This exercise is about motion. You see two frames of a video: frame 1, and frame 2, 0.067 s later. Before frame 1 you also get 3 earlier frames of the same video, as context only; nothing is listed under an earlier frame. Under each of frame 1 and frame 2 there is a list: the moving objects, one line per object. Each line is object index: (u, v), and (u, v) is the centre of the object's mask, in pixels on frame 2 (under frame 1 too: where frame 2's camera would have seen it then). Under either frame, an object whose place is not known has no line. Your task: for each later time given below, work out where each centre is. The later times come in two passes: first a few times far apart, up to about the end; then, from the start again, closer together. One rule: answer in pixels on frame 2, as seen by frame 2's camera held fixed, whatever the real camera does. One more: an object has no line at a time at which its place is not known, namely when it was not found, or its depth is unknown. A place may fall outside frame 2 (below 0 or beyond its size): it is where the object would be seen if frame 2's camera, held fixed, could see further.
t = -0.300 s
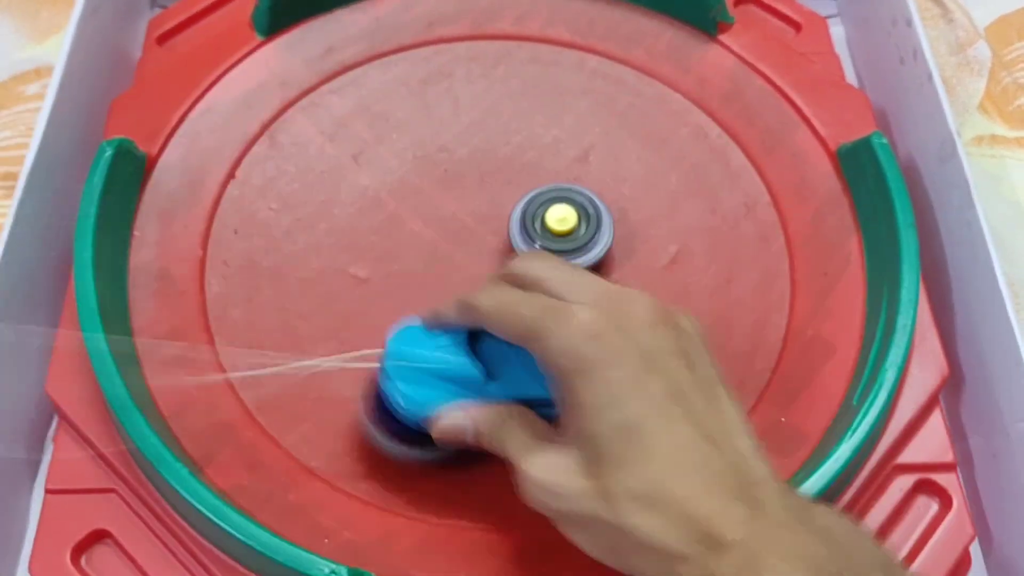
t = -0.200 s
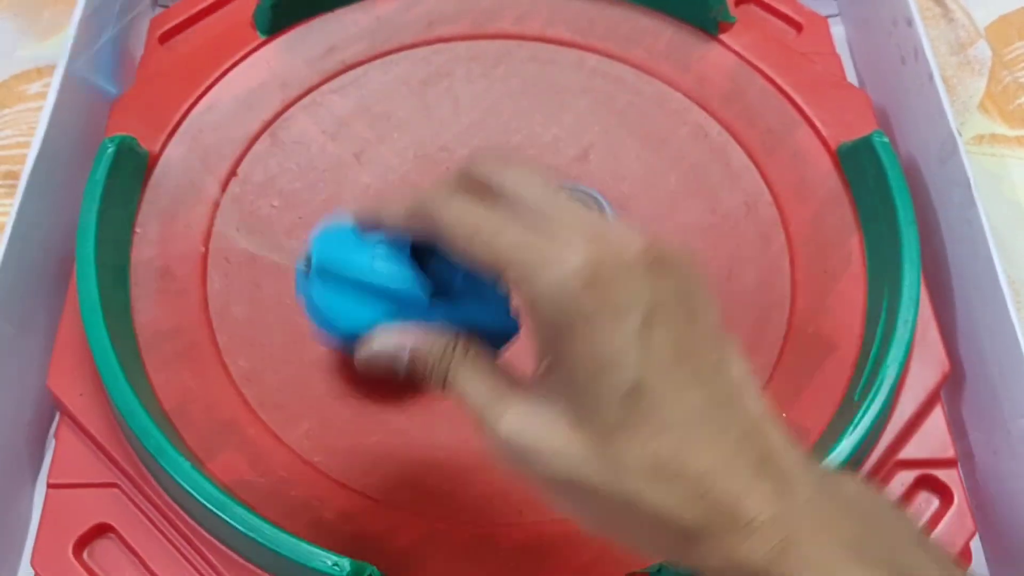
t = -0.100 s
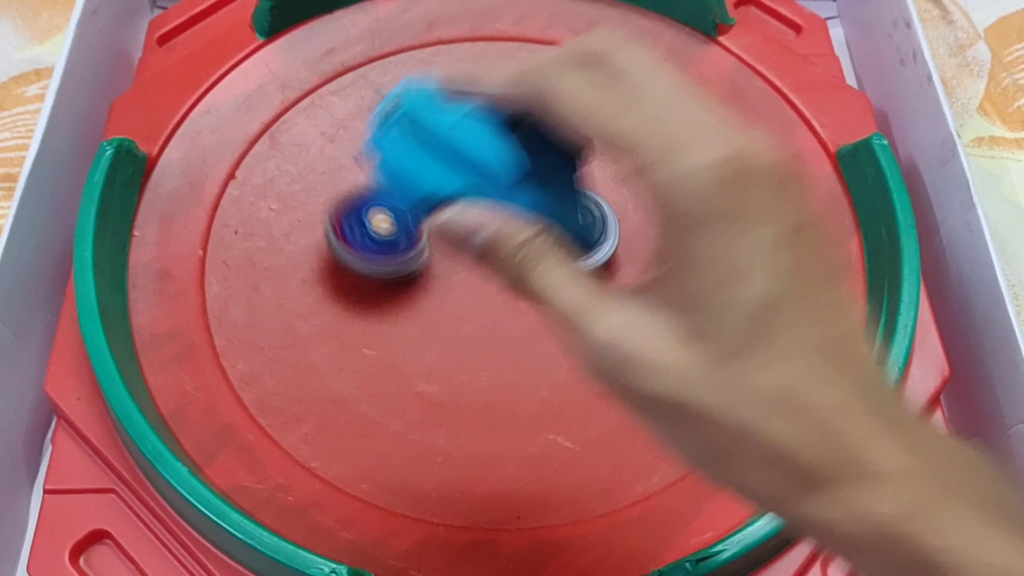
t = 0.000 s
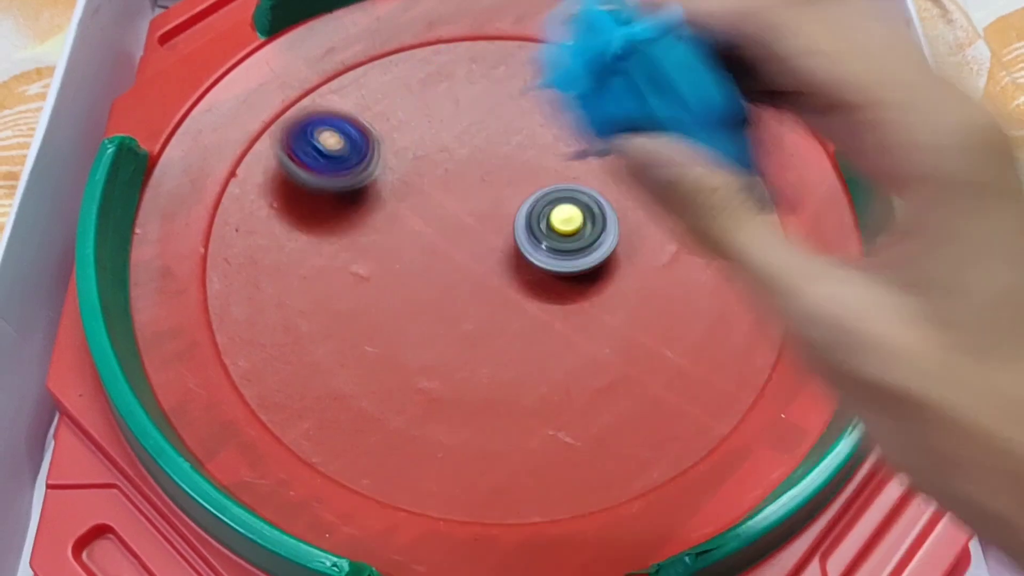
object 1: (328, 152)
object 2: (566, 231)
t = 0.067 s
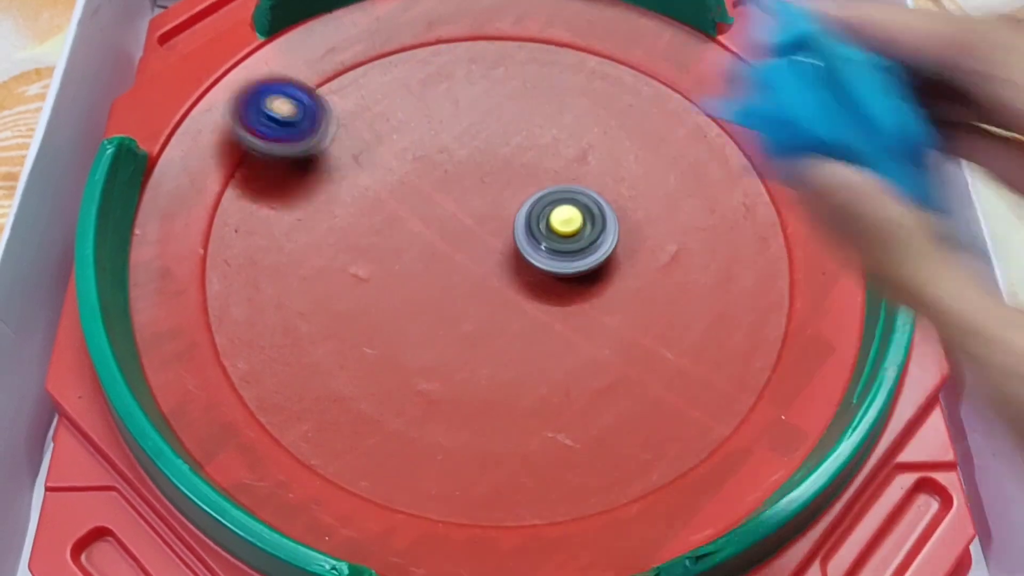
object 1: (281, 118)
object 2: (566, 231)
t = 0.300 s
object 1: (195, 193)
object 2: (567, 233)
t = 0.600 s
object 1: (467, 263)
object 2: (573, 238)
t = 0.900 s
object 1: (352, 47)
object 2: (710, 152)
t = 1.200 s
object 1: (245, 206)
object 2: (617, 128)
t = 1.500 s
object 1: (452, 279)
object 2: (649, 46)
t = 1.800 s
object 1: (542, 356)
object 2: (537, 140)
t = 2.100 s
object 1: (739, 108)
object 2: (501, 212)
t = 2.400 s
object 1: (474, 66)
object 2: (503, 284)
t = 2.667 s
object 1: (463, 227)
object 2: (546, 359)
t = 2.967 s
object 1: (681, 238)
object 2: (607, 391)
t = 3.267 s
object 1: (604, 95)
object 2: (633, 389)
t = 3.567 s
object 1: (475, 249)
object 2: (653, 363)
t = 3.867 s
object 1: (587, 375)
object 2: (708, 317)
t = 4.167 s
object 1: (710, 299)
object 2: (666, 215)
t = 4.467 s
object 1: (671, 276)
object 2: (273, 85)
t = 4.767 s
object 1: (493, 368)
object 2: (663, 452)
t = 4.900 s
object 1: (519, 442)
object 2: (803, 207)
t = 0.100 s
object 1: (257, 110)
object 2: (566, 231)
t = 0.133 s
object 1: (244, 114)
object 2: (566, 231)
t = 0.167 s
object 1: (234, 121)
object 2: (566, 232)
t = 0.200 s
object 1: (223, 134)
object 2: (566, 232)
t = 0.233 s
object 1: (213, 150)
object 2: (566, 232)
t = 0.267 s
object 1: (203, 169)
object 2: (566, 232)
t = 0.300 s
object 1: (195, 193)
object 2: (567, 233)
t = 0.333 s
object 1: (192, 220)
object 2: (567, 233)
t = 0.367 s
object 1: (202, 251)
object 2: (567, 233)
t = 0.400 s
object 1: (224, 284)
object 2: (568, 235)
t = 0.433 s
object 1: (257, 303)
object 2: (568, 235)
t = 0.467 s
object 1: (301, 314)
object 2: (570, 235)
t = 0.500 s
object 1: (345, 314)
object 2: (571, 236)
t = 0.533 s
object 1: (391, 305)
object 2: (571, 236)
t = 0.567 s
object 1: (433, 286)
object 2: (572, 237)
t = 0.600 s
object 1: (467, 263)
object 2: (573, 238)
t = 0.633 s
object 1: (455, 242)
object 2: (619, 230)
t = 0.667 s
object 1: (442, 218)
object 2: (667, 217)
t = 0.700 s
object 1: (436, 191)
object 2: (701, 205)
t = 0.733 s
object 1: (432, 163)
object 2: (722, 194)
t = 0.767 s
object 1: (426, 136)
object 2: (732, 184)
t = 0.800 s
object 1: (414, 109)
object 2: (731, 175)
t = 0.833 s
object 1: (398, 84)
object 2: (727, 167)
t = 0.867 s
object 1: (378, 65)
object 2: (720, 160)
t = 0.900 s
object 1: (352, 47)
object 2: (710, 152)
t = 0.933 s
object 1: (332, 43)
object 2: (697, 146)
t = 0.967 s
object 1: (315, 48)
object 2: (685, 141)
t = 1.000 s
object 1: (297, 56)
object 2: (672, 136)
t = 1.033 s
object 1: (276, 69)
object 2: (660, 133)
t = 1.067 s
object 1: (255, 87)
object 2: (650, 131)
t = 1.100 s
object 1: (237, 110)
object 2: (642, 129)
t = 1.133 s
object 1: (228, 139)
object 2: (633, 127)
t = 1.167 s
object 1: (229, 175)
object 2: (625, 127)
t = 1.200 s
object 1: (245, 206)
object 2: (617, 128)
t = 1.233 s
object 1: (273, 229)
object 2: (608, 129)
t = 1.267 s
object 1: (314, 248)
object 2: (600, 131)
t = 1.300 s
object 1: (357, 256)
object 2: (591, 133)
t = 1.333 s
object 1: (399, 256)
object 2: (582, 135)
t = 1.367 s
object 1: (442, 248)
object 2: (574, 138)
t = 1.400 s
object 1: (479, 233)
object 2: (569, 142)
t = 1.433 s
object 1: (504, 220)
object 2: (565, 144)
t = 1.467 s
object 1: (476, 251)
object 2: (608, 98)
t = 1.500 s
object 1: (452, 279)
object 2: (649, 46)
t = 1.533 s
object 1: (432, 305)
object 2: (653, 27)
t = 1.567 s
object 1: (420, 323)
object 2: (645, 26)
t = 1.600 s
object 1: (415, 340)
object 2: (634, 38)
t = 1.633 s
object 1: (419, 354)
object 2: (617, 73)
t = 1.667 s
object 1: (429, 363)
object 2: (600, 86)
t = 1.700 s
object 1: (447, 369)
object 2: (580, 104)
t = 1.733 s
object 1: (474, 369)
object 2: (562, 117)
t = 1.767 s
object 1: (506, 366)
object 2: (547, 128)
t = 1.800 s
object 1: (542, 356)
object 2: (537, 140)
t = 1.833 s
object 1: (583, 342)
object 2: (530, 150)
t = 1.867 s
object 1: (623, 323)
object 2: (525, 158)
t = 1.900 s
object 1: (658, 299)
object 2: (520, 167)
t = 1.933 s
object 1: (688, 272)
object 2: (516, 174)
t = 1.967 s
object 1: (712, 241)
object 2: (512, 182)
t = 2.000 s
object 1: (731, 209)
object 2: (509, 190)
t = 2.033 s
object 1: (742, 176)
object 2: (506, 197)
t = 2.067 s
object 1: (746, 141)
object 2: (503, 205)
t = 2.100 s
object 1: (739, 108)
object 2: (501, 212)
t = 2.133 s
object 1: (722, 77)
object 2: (500, 220)
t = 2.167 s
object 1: (701, 51)
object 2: (498, 229)
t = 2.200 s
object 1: (667, 40)
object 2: (497, 237)
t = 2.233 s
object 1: (624, 46)
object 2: (497, 246)
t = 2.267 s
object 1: (590, 45)
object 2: (497, 256)
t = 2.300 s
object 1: (558, 43)
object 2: (498, 264)
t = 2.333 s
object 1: (526, 44)
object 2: (499, 271)
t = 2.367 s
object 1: (497, 52)
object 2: (501, 278)
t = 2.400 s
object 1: (474, 66)
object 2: (503, 284)
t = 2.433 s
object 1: (451, 85)
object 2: (505, 289)
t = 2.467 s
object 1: (434, 109)
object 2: (506, 293)
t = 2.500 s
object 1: (426, 136)
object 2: (507, 296)
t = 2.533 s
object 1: (425, 163)
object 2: (509, 300)
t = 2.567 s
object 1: (433, 190)
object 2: (510, 303)
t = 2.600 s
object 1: (447, 216)
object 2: (511, 306)
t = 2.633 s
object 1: (455, 223)
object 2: (527, 333)
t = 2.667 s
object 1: (463, 227)
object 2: (546, 359)
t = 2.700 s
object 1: (477, 237)
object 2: (559, 374)
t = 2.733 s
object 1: (496, 251)
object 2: (570, 382)
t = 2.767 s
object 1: (523, 262)
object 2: (578, 385)
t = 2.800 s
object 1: (550, 269)
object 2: (585, 387)
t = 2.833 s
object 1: (579, 273)
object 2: (591, 388)
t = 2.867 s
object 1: (610, 270)
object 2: (596, 389)
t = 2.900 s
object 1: (635, 265)
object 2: (599, 390)
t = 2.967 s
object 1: (681, 238)
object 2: (607, 391)
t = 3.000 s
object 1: (696, 219)
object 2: (610, 391)
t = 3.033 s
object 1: (703, 199)
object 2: (613, 392)
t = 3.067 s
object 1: (706, 178)
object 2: (616, 392)
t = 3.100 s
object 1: (701, 156)
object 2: (620, 392)
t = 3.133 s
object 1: (691, 136)
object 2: (623, 392)
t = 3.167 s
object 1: (675, 120)
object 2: (626, 391)
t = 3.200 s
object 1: (653, 108)
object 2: (628, 391)
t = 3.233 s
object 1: (628, 99)
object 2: (631, 390)
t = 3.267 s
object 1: (604, 95)
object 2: (633, 389)
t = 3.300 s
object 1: (575, 96)
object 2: (637, 388)
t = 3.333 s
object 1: (550, 103)
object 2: (640, 385)
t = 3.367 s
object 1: (526, 115)
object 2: (643, 382)
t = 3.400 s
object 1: (503, 133)
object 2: (646, 379)
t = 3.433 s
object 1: (487, 152)
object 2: (649, 376)
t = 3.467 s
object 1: (477, 173)
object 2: (651, 374)
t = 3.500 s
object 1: (472, 198)
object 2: (652, 370)
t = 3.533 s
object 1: (471, 224)
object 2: (653, 367)
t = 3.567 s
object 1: (475, 249)
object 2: (653, 363)
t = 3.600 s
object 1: (486, 273)
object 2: (652, 358)
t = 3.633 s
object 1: (503, 295)
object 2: (650, 354)
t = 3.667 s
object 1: (522, 314)
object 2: (647, 349)
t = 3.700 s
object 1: (529, 327)
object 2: (662, 348)
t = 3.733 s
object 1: (530, 335)
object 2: (680, 347)
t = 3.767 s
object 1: (541, 347)
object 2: (688, 343)
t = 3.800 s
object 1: (561, 358)
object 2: (688, 337)
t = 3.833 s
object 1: (578, 367)
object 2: (693, 329)
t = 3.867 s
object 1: (587, 375)
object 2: (708, 317)
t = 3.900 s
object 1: (605, 378)
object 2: (712, 305)
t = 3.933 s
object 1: (630, 377)
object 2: (710, 296)
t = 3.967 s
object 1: (653, 371)
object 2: (705, 289)
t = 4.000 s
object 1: (669, 369)
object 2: (704, 274)
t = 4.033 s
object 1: (682, 364)
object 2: (702, 254)
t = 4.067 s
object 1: (696, 351)
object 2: (696, 240)
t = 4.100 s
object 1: (706, 334)
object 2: (687, 231)
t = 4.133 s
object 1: (710, 313)
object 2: (677, 223)
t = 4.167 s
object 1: (710, 299)
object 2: (666, 215)
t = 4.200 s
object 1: (718, 322)
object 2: (640, 163)
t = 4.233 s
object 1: (722, 338)
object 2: (613, 118)
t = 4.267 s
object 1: (722, 342)
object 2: (583, 77)
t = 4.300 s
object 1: (723, 339)
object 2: (544, 40)
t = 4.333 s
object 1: (724, 327)
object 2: (497, 19)
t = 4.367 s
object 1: (720, 312)
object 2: (443, 14)
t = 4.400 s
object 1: (710, 297)
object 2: (391, 25)
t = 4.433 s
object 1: (694, 284)
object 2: (332, 46)
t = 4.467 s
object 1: (671, 276)
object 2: (273, 85)
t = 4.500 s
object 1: (647, 273)
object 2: (209, 137)
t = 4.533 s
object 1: (623, 273)
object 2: (198, 187)
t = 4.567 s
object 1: (596, 280)
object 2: (202, 266)
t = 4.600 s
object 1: (573, 290)
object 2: (219, 350)
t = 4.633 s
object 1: (552, 301)
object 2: (263, 425)
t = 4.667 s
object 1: (535, 315)
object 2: (349, 491)
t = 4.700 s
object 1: (518, 332)
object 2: (474, 520)
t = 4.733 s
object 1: (504, 351)
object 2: (602, 513)
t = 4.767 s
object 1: (493, 368)
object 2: (663, 452)
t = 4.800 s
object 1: (492, 388)
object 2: (722, 399)
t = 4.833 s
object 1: (497, 408)
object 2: (770, 353)
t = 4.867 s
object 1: (503, 425)
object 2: (795, 281)
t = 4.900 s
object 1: (519, 442)
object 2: (803, 207)
